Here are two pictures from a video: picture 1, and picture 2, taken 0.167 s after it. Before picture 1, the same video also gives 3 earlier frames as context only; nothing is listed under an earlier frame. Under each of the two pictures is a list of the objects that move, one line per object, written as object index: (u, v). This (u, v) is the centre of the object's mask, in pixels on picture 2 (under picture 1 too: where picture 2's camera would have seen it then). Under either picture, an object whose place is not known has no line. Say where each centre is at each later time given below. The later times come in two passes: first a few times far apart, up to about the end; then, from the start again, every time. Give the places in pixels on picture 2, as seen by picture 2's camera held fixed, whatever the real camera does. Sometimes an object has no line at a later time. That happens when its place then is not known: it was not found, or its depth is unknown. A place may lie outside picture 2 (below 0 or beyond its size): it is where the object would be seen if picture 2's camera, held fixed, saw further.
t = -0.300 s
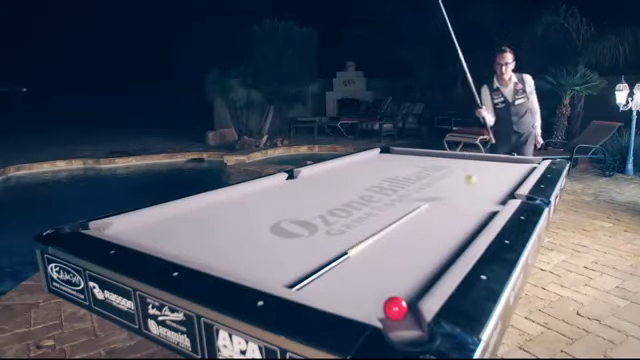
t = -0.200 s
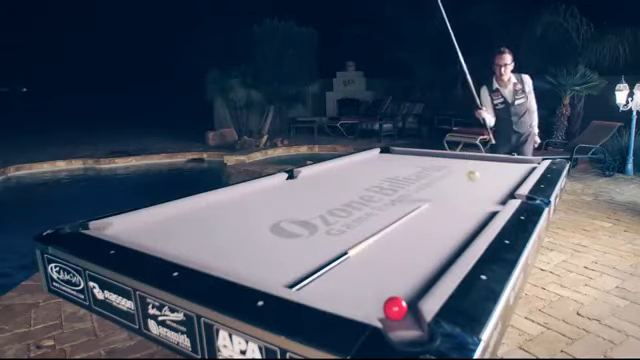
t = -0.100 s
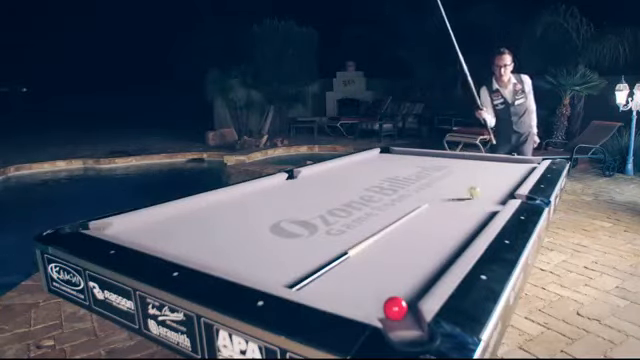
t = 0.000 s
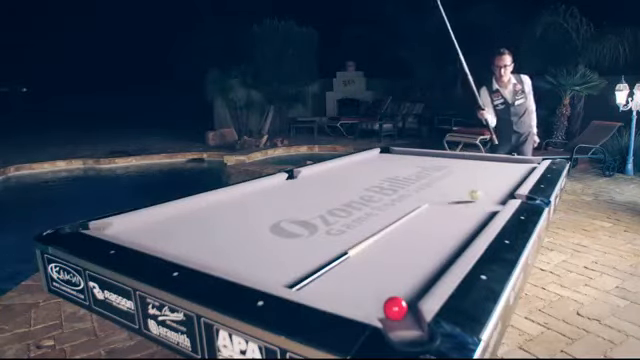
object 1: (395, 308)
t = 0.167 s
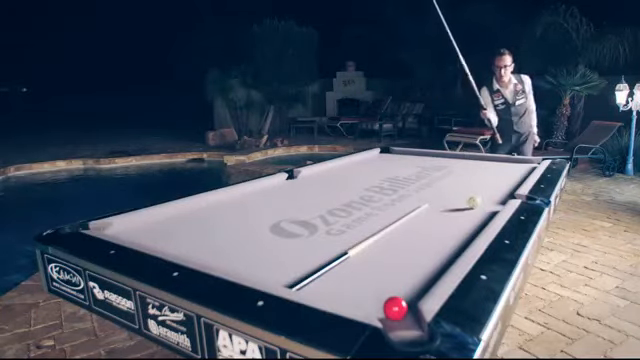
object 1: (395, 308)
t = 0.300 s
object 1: (395, 308)
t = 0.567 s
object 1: (395, 308)
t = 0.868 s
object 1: (395, 308)
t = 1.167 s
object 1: (395, 308)
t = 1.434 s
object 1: (395, 336)
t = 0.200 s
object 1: (395, 308)
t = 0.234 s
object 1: (395, 308)
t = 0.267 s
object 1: (395, 308)
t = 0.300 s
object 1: (395, 308)
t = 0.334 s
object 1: (395, 308)
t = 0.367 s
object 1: (395, 308)
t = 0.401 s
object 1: (395, 308)
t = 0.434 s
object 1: (395, 308)
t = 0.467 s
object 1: (395, 308)
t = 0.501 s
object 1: (395, 308)
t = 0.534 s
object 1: (395, 308)
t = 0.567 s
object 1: (395, 308)
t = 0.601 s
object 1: (395, 308)
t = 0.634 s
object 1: (395, 308)
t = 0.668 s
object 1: (395, 308)
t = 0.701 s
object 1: (395, 308)
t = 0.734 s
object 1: (395, 308)
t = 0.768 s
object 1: (395, 308)
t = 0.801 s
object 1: (395, 308)
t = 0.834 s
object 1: (395, 308)
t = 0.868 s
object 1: (395, 308)
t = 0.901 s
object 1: (395, 308)
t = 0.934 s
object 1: (395, 308)
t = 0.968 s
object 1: (395, 308)
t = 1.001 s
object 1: (395, 308)
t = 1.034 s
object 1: (395, 308)
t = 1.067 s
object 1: (395, 308)
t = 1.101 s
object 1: (395, 308)
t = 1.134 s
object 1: (395, 308)
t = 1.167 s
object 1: (395, 308)
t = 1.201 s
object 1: (395, 308)
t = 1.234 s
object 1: (395, 308)
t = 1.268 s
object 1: (394, 312)
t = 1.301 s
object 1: (394, 314)
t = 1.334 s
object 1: (392, 319)
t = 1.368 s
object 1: (392, 322)
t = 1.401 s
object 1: (394, 330)
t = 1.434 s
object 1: (395, 336)
